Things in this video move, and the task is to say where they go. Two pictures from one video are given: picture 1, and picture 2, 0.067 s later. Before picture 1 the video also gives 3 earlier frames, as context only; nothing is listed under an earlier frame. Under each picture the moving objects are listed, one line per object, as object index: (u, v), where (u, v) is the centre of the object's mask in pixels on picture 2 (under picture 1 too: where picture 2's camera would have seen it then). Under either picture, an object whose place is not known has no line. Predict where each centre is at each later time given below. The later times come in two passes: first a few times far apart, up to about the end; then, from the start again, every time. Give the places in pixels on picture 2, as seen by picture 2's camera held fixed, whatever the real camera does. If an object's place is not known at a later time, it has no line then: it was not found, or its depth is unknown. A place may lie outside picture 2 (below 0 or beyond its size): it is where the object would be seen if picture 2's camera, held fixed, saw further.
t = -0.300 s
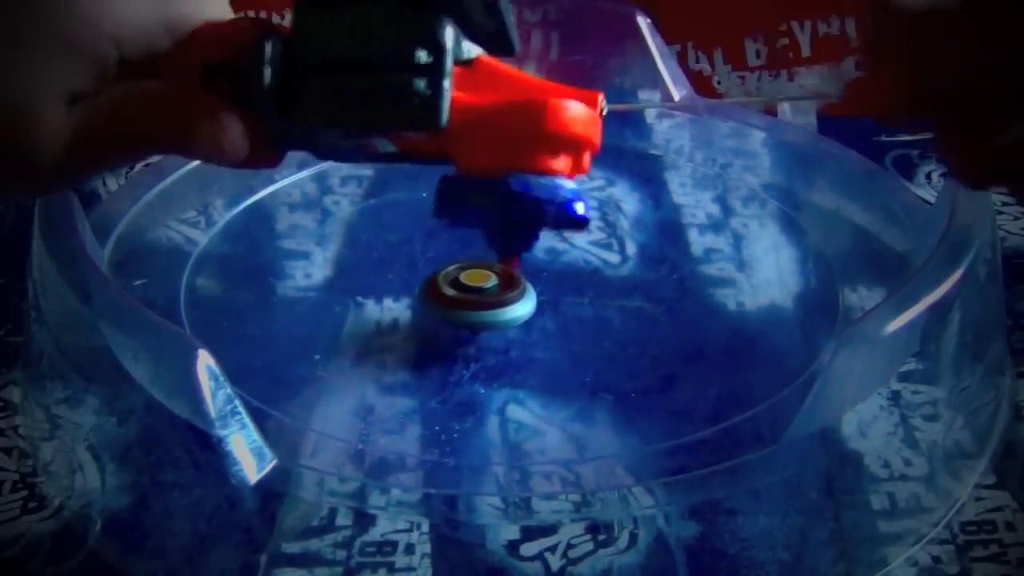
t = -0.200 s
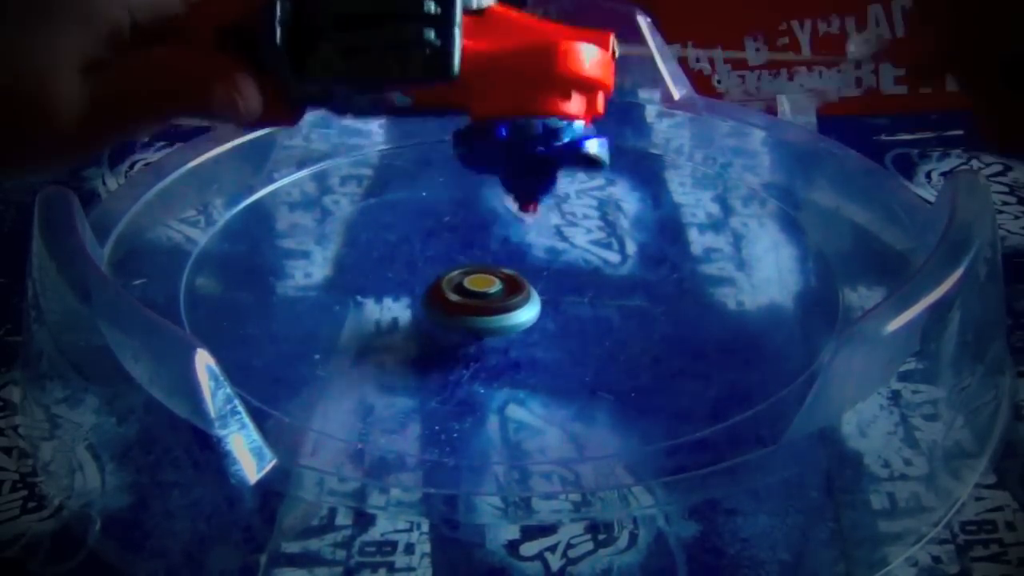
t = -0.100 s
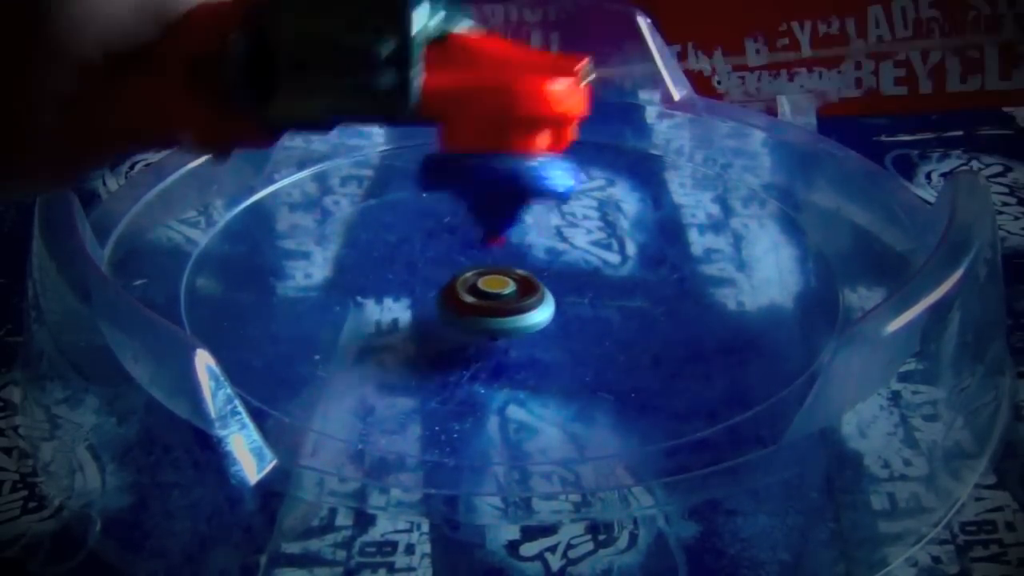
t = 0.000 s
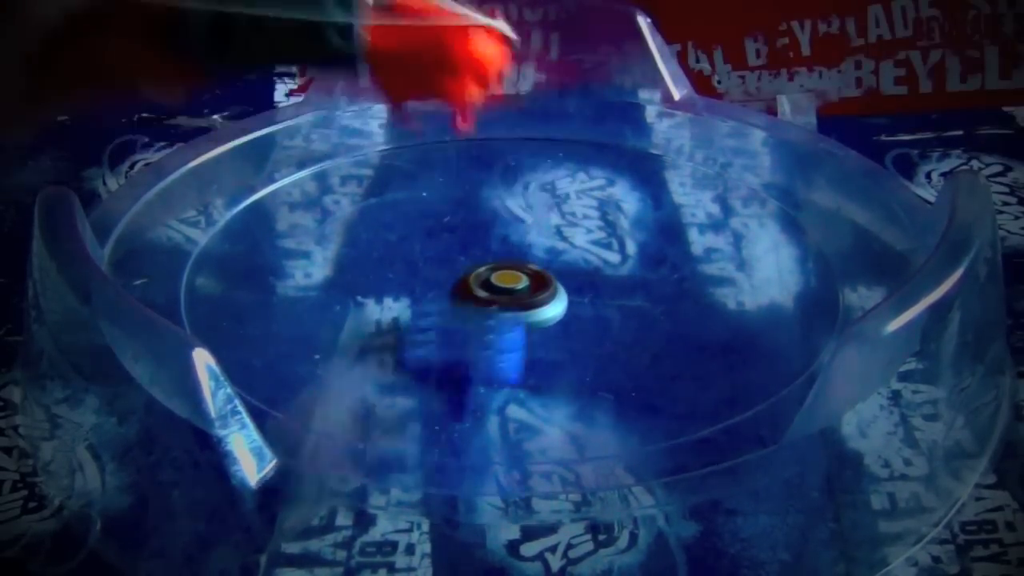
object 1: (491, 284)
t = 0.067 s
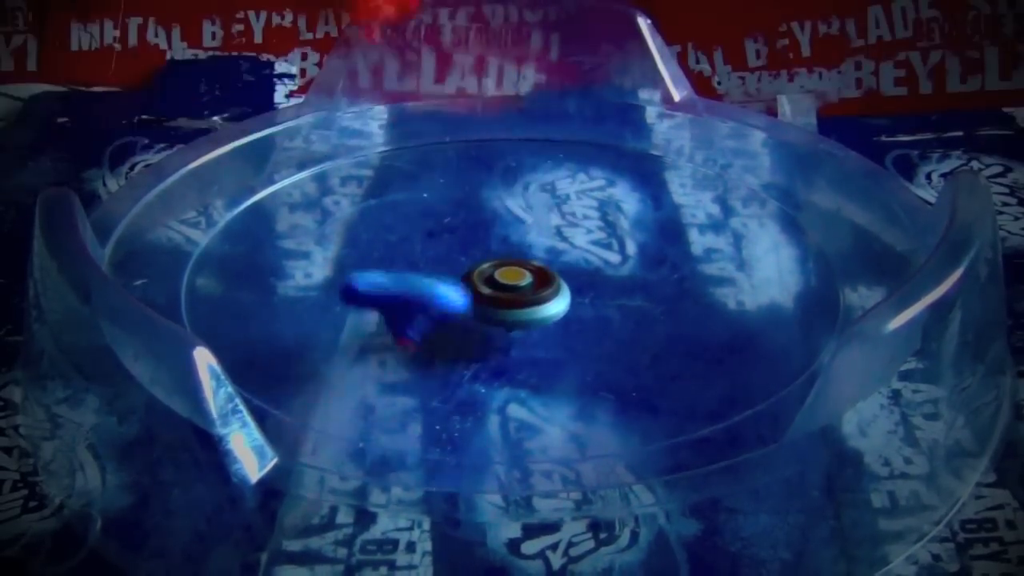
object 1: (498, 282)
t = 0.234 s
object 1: (492, 279)
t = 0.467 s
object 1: (471, 268)
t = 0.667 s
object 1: (477, 282)
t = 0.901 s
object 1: (506, 274)
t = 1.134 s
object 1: (499, 266)
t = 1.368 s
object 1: (492, 277)
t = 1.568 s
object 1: (604, 271)
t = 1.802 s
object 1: (786, 195)
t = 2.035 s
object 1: (659, 165)
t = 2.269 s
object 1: (578, 72)
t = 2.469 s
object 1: (470, 161)
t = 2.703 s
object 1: (416, 281)
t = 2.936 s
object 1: (588, 343)
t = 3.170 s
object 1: (739, 289)
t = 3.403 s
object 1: (650, 234)
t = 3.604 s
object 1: (573, 240)
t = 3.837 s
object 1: (512, 286)
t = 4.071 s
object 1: (529, 329)
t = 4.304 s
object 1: (598, 330)
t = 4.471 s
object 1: (506, 432)
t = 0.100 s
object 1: (492, 286)
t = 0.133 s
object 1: (492, 285)
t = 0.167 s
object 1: (492, 283)
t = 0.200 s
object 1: (493, 281)
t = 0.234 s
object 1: (492, 279)
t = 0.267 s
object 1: (491, 276)
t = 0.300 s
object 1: (490, 275)
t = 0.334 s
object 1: (487, 274)
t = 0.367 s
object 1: (482, 269)
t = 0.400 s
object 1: (478, 268)
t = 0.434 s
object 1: (475, 268)
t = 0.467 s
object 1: (471, 268)
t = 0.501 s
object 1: (470, 273)
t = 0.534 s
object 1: (469, 276)
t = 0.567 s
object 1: (467, 275)
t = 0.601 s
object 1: (471, 280)
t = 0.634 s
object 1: (475, 282)
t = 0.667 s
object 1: (477, 282)
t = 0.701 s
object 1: (486, 284)
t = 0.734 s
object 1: (491, 284)
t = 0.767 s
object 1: (495, 284)
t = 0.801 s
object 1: (499, 283)
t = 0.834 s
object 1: (503, 281)
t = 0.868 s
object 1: (507, 279)
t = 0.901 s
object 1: (506, 274)
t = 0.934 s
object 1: (510, 273)
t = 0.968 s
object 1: (508, 269)
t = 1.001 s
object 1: (509, 269)
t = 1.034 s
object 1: (505, 265)
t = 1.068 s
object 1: (504, 267)
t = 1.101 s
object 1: (501, 266)
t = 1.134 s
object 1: (499, 266)
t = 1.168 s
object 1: (495, 266)
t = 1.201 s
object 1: (490, 262)
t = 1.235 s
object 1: (490, 266)
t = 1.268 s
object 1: (484, 266)
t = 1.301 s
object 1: (486, 271)
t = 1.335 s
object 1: (488, 274)
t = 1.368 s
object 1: (492, 277)
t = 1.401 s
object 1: (497, 279)
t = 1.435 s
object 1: (502, 280)
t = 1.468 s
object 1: (510, 282)
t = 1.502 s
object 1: (515, 280)
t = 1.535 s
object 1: (524, 279)
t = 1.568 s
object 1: (604, 271)
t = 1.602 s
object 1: (678, 260)
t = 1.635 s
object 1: (734, 247)
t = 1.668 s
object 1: (772, 233)
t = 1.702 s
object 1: (792, 219)
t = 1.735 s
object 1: (806, 209)
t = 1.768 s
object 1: (801, 200)
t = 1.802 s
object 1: (786, 195)
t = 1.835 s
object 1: (767, 190)
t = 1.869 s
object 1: (749, 184)
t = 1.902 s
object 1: (731, 179)
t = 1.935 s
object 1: (711, 173)
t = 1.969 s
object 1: (696, 169)
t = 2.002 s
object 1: (677, 166)
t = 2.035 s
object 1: (659, 165)
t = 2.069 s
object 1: (641, 164)
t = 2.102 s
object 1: (623, 165)
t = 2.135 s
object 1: (605, 171)
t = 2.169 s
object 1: (584, 172)
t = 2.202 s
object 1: (573, 162)
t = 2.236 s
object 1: (583, 113)
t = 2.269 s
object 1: (578, 72)
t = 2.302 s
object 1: (564, 66)
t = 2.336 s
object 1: (545, 77)
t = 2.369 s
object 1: (528, 117)
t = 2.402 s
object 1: (508, 129)
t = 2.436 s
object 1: (489, 143)
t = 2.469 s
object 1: (470, 161)
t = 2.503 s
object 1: (451, 178)
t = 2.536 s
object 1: (434, 194)
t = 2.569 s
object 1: (420, 211)
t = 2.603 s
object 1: (413, 228)
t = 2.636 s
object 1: (409, 246)
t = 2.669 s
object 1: (410, 263)
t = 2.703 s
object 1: (416, 281)
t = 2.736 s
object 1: (424, 300)
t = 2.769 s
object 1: (443, 313)
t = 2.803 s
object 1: (470, 325)
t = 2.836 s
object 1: (497, 335)
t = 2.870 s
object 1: (527, 342)
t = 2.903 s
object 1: (562, 344)
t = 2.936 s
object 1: (588, 343)
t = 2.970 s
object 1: (619, 339)
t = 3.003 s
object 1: (653, 336)
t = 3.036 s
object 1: (673, 328)
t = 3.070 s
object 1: (696, 319)
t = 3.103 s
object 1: (713, 308)
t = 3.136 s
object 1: (727, 297)
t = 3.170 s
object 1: (739, 289)
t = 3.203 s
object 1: (733, 275)
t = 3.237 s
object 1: (723, 262)
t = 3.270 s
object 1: (709, 248)
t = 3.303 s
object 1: (694, 240)
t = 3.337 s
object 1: (680, 239)
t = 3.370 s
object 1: (664, 233)
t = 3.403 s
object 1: (650, 234)
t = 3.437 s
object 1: (637, 232)
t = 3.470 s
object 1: (625, 232)
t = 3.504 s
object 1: (615, 237)
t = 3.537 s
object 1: (600, 235)
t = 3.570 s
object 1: (586, 237)
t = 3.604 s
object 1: (573, 240)
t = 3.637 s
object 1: (563, 244)
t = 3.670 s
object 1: (552, 249)
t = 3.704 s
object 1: (541, 255)
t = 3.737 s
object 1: (531, 262)
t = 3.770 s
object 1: (523, 268)
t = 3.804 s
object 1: (517, 275)
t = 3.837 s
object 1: (512, 286)
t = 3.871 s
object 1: (509, 293)
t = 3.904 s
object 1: (505, 300)
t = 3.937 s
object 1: (507, 309)
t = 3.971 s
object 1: (507, 314)
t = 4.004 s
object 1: (511, 319)
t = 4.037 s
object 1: (518, 324)
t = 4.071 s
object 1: (529, 329)
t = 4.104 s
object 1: (538, 332)
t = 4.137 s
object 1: (549, 335)
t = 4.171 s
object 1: (562, 337)
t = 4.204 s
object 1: (572, 336)
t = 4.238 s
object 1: (582, 335)
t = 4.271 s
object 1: (590, 333)
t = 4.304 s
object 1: (598, 330)
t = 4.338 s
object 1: (608, 329)
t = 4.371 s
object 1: (614, 325)
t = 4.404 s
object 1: (618, 323)
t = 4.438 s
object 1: (569, 389)
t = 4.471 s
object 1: (506, 432)
